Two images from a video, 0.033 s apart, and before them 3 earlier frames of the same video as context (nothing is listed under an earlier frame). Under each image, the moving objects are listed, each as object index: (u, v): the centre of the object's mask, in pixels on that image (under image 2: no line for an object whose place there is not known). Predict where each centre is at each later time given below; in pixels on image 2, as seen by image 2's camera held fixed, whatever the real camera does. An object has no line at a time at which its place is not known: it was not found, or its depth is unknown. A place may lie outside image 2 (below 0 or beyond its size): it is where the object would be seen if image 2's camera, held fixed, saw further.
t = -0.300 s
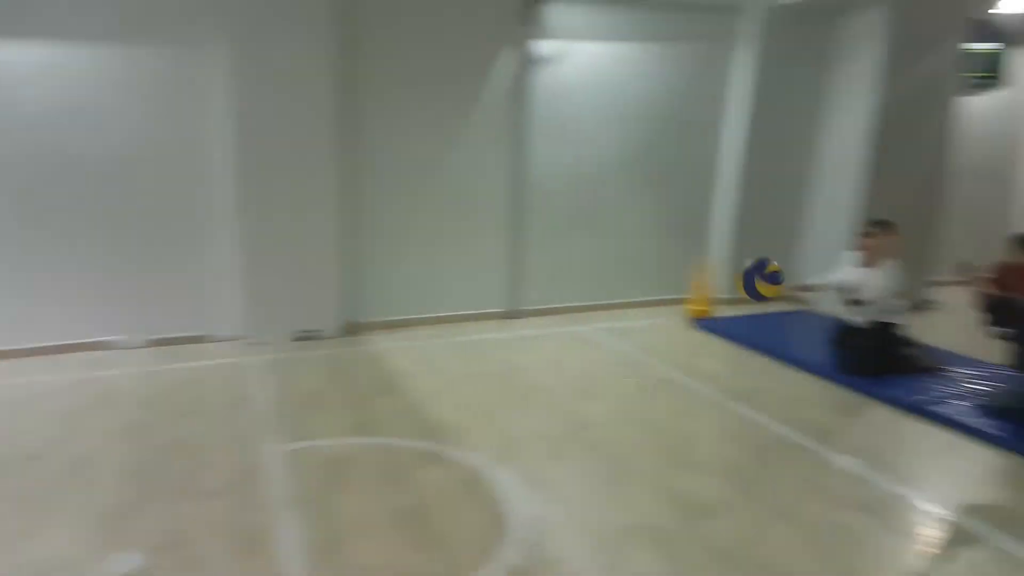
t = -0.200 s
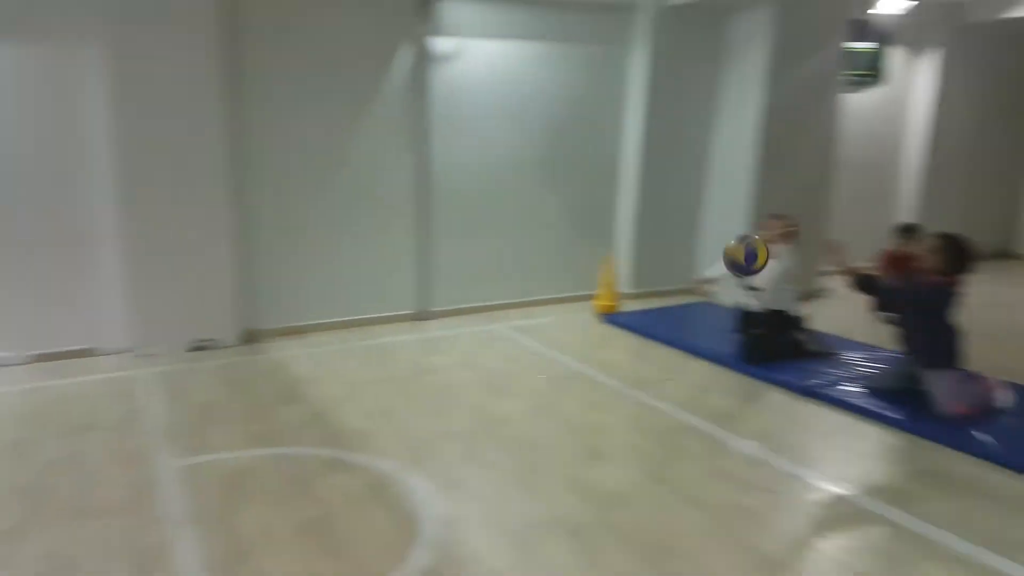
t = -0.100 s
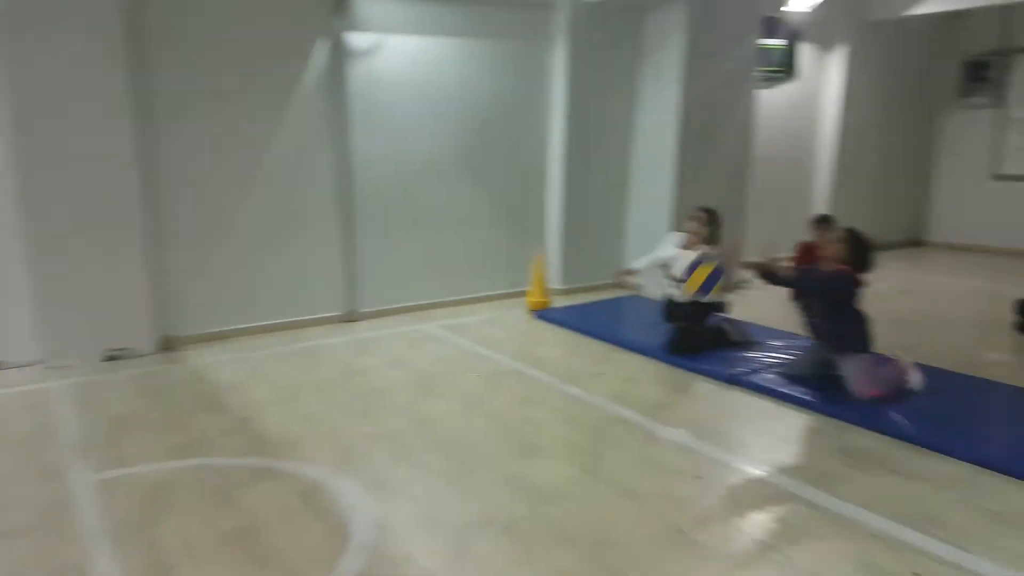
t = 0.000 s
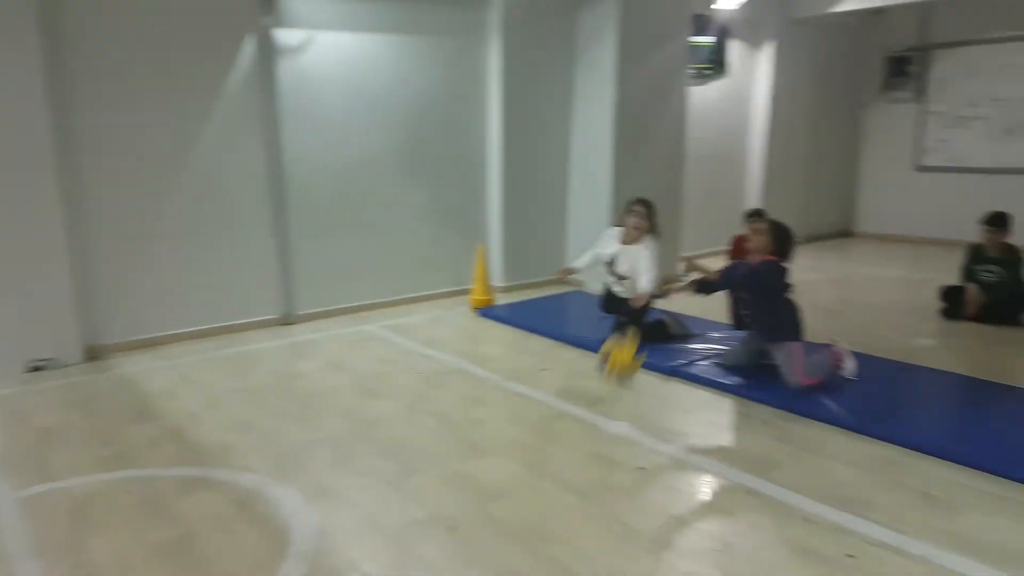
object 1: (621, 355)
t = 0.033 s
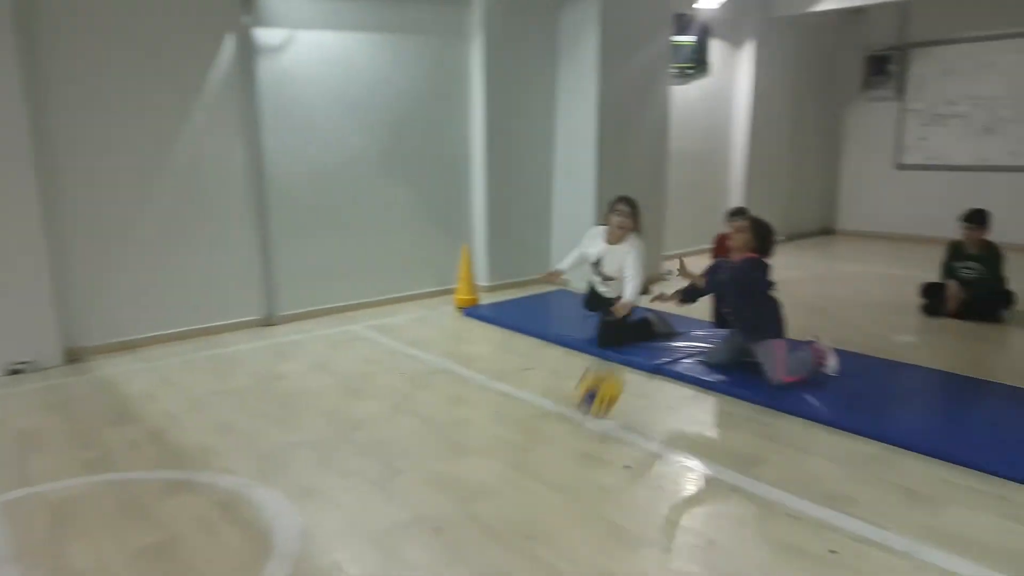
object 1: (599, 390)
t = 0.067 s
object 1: (595, 405)
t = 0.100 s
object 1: (592, 389)
